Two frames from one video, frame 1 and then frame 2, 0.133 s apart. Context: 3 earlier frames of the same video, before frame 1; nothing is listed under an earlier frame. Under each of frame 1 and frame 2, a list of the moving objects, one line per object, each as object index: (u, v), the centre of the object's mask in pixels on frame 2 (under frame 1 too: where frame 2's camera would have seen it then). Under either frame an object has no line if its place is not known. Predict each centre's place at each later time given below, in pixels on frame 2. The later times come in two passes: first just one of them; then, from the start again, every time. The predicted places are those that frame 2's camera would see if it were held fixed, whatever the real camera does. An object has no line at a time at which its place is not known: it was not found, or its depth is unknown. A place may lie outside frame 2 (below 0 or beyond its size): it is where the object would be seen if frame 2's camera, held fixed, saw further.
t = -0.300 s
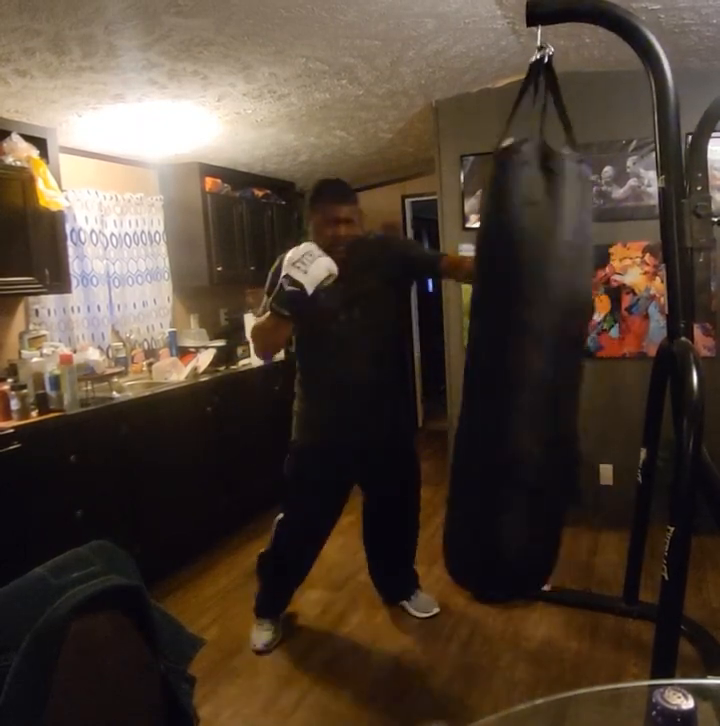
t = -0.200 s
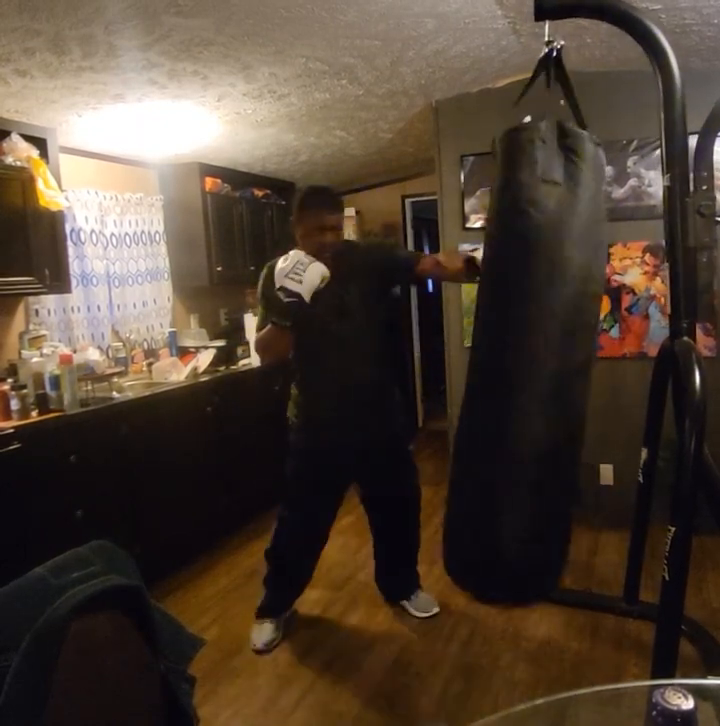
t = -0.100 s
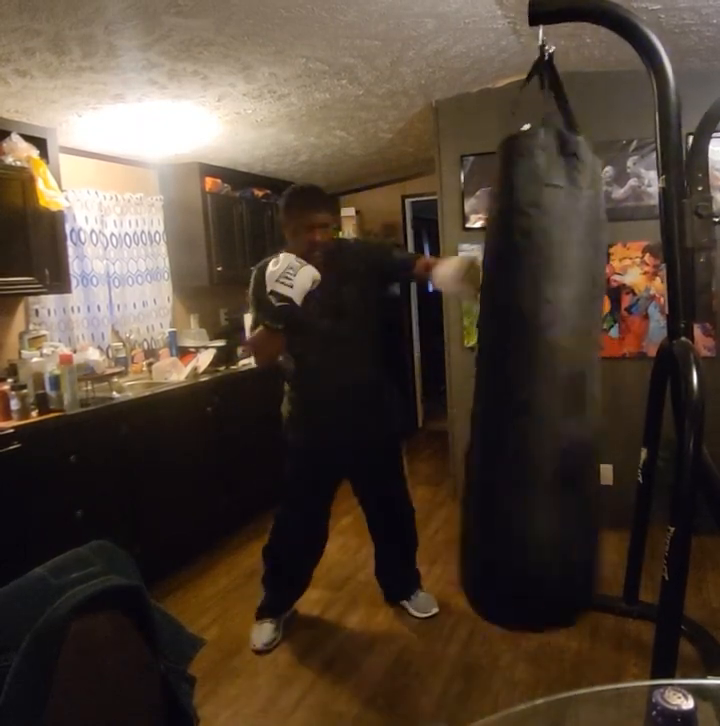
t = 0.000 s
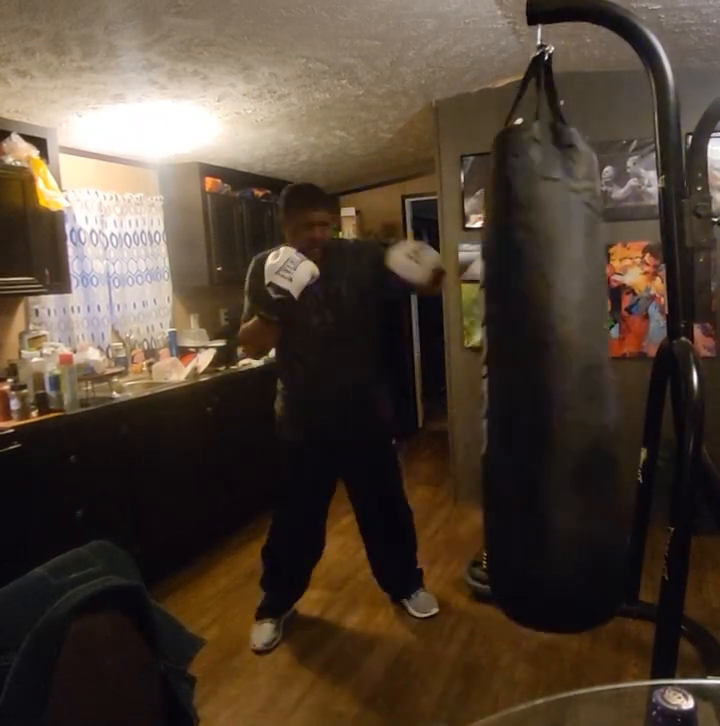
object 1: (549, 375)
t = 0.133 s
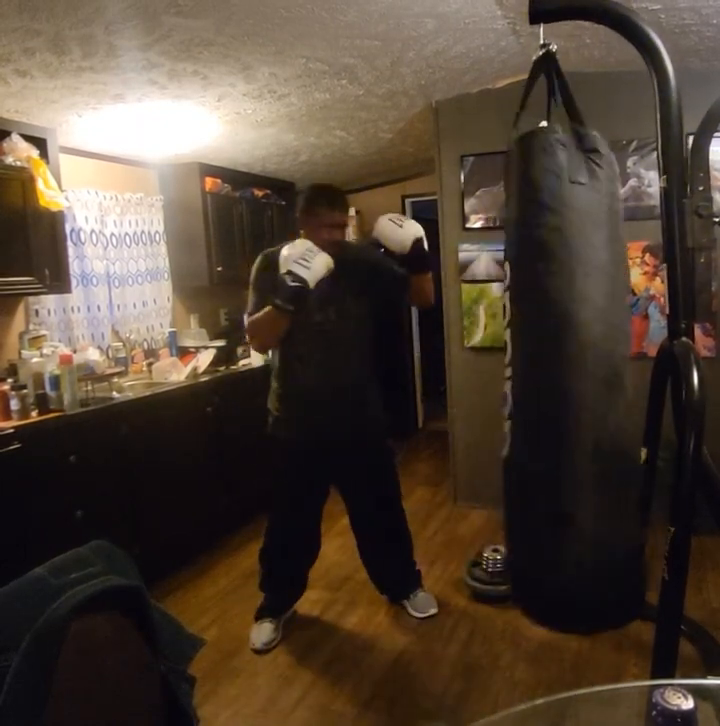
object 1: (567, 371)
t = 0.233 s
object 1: (576, 363)
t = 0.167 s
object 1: (571, 370)
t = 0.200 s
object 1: (574, 367)
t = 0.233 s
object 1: (576, 363)
